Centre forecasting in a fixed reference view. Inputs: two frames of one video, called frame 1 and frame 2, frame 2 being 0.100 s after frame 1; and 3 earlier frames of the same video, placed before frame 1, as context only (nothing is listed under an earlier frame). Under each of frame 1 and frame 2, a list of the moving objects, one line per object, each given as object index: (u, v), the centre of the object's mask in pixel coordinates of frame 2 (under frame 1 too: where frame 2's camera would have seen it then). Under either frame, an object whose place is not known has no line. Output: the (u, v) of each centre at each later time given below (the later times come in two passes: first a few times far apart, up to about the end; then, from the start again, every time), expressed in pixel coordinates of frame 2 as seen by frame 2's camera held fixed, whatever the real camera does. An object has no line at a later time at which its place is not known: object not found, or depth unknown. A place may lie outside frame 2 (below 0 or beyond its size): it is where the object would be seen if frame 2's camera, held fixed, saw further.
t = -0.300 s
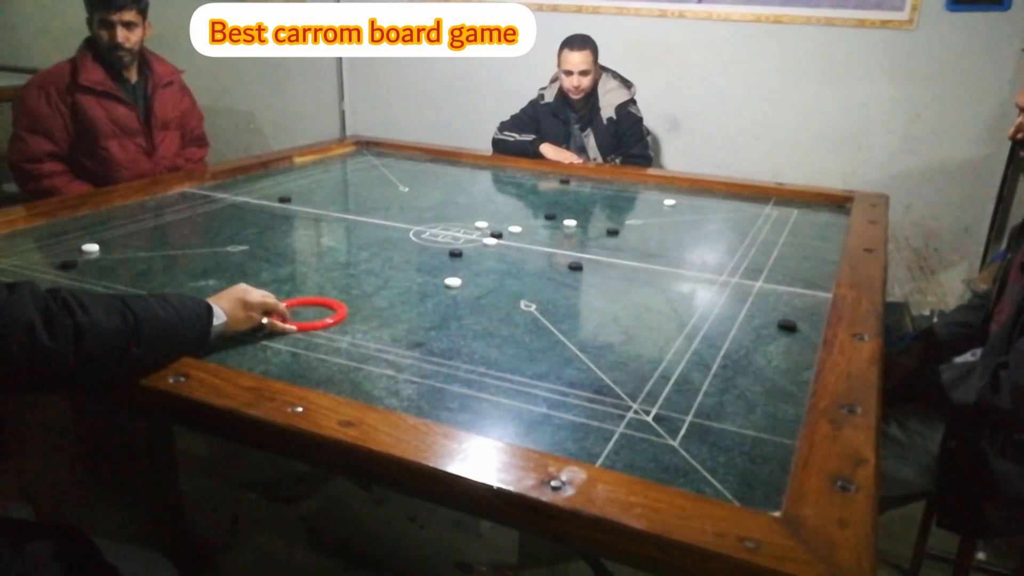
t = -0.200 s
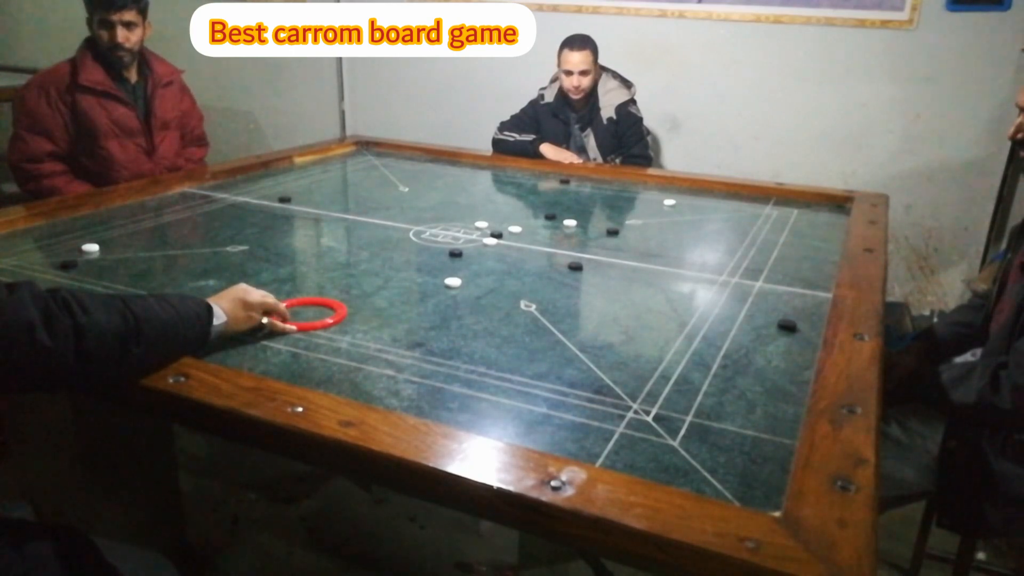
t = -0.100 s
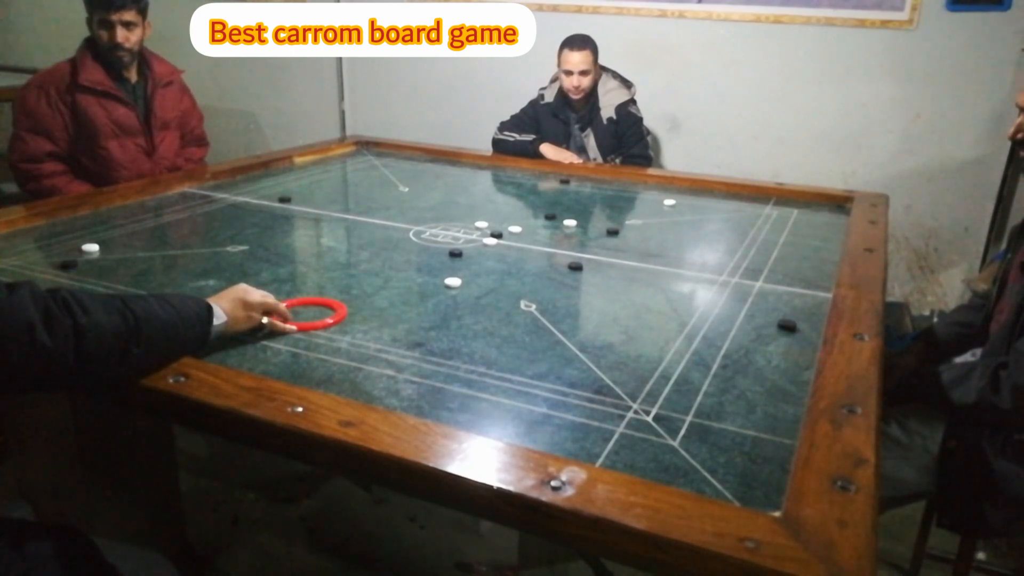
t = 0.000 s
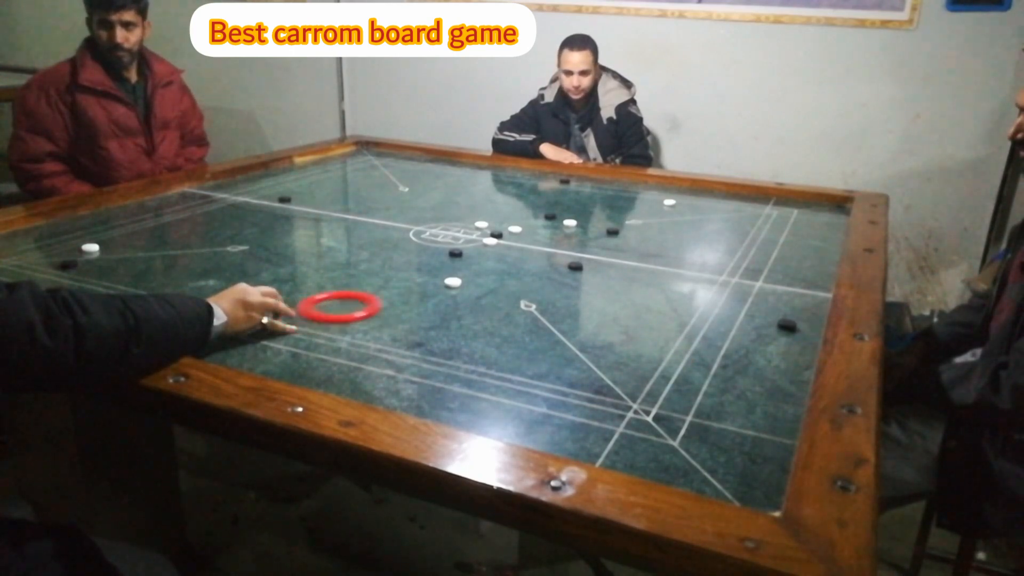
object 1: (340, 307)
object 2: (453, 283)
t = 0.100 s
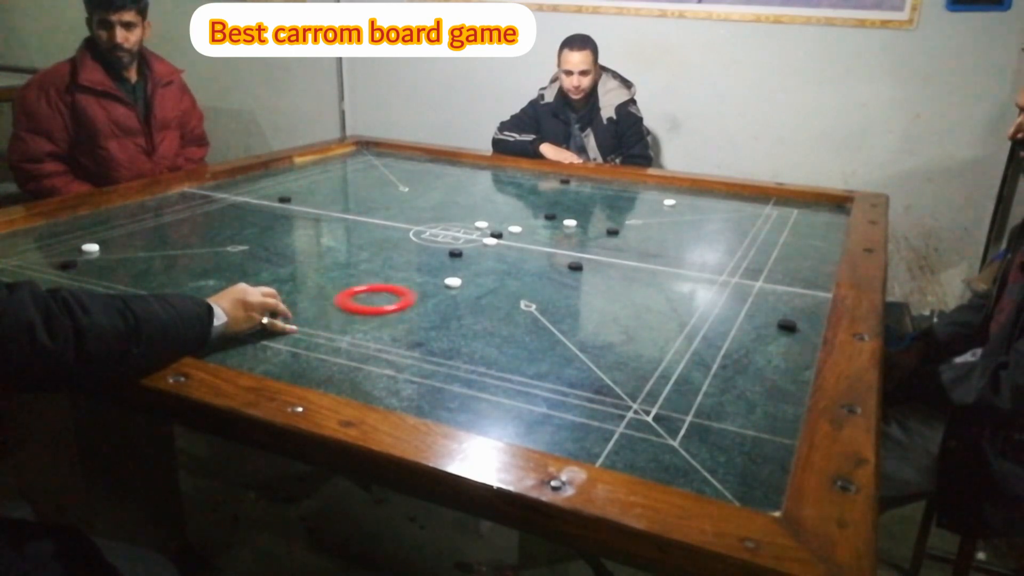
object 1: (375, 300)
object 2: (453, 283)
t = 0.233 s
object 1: (417, 290)
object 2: (458, 281)
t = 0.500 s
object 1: (479, 277)
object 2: (541, 266)
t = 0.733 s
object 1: (528, 267)
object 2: (591, 253)
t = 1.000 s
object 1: (569, 256)
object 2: (632, 239)
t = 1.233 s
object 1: (601, 247)
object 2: (664, 228)
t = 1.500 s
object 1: (632, 239)
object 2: (695, 218)
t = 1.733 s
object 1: (657, 233)
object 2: (723, 212)
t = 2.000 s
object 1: (683, 227)
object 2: (741, 204)
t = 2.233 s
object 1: (704, 222)
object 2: (758, 197)
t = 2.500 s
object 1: (726, 217)
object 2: (757, 204)
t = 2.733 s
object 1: (741, 213)
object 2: (762, 206)
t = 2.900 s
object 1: (749, 211)
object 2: (780, 206)
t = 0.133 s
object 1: (386, 297)
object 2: (453, 283)
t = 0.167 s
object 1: (397, 295)
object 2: (453, 283)
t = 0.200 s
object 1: (408, 292)
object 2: (453, 283)
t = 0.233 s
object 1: (417, 290)
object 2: (458, 281)
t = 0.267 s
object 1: (426, 289)
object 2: (470, 280)
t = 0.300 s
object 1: (434, 287)
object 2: (480, 278)
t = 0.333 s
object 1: (442, 285)
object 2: (491, 275)
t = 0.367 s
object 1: (450, 284)
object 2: (501, 273)
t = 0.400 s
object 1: (457, 282)
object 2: (511, 272)
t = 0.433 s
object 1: (465, 280)
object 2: (522, 270)
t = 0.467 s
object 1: (472, 279)
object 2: (531, 268)
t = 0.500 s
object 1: (479, 277)
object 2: (541, 266)
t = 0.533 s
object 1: (487, 275)
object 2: (550, 265)
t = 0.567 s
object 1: (494, 274)
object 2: (559, 263)
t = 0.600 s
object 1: (501, 273)
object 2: (566, 260)
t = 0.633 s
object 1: (508, 271)
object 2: (573, 258)
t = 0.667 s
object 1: (514, 270)
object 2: (579, 256)
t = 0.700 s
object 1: (521, 268)
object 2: (585, 254)
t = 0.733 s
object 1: (528, 267)
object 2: (591, 253)
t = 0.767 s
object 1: (534, 265)
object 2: (596, 251)
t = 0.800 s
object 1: (540, 264)
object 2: (601, 249)
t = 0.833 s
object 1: (545, 263)
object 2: (607, 247)
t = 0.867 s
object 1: (550, 261)
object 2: (612, 245)
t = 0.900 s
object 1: (555, 260)
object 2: (618, 244)
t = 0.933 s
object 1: (560, 259)
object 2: (623, 243)
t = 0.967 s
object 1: (565, 257)
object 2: (628, 240)
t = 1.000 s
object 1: (569, 256)
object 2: (632, 239)
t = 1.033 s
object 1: (574, 255)
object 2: (637, 237)
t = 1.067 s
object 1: (579, 253)
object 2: (642, 236)
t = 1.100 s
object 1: (583, 252)
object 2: (646, 234)
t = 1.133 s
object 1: (588, 251)
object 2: (651, 233)
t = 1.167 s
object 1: (592, 249)
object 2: (655, 231)
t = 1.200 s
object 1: (597, 248)
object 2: (660, 230)
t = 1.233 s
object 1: (601, 247)
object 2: (664, 228)
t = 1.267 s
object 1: (605, 246)
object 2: (668, 227)
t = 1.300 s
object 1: (609, 245)
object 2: (672, 225)
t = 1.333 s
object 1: (613, 244)
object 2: (676, 224)
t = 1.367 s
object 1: (617, 243)
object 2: (680, 223)
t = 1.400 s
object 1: (620, 242)
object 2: (684, 221)
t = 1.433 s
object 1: (624, 241)
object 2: (688, 220)
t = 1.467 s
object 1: (628, 240)
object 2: (691, 219)
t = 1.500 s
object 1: (632, 239)
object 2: (695, 218)
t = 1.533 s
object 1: (635, 238)
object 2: (699, 217)
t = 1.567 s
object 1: (639, 237)
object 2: (702, 215)
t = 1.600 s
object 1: (643, 237)
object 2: (706, 214)
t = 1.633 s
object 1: (647, 236)
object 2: (708, 213)
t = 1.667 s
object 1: (650, 235)
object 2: (712, 212)
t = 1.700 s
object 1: (654, 234)
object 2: (720, 213)
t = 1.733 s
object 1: (657, 233)
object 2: (723, 212)
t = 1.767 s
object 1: (661, 232)
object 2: (725, 210)
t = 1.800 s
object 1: (664, 232)
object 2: (727, 211)
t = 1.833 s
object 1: (667, 231)
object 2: (729, 209)
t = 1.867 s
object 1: (671, 230)
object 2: (731, 208)
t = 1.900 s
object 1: (674, 229)
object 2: (734, 206)
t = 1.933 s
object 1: (677, 229)
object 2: (736, 205)
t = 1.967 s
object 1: (680, 228)
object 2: (738, 204)
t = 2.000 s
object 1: (683, 227)
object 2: (741, 204)
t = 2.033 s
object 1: (686, 227)
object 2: (744, 203)
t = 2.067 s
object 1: (689, 226)
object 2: (746, 202)
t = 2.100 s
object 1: (692, 225)
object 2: (748, 201)
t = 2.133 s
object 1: (695, 224)
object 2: (750, 199)
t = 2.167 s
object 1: (698, 224)
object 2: (753, 199)
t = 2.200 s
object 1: (701, 223)
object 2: (756, 197)
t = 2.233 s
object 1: (704, 222)
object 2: (758, 197)
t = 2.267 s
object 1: (707, 222)
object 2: (759, 198)
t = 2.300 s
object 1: (710, 221)
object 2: (758, 199)
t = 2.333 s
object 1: (713, 220)
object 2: (758, 199)
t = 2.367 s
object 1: (715, 220)
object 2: (758, 199)
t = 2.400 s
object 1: (718, 219)
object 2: (758, 202)
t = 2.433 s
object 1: (721, 218)
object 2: (758, 202)
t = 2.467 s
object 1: (723, 218)
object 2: (757, 203)
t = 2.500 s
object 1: (726, 217)
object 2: (757, 204)
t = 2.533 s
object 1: (728, 216)
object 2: (757, 205)
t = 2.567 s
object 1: (731, 216)
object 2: (757, 206)
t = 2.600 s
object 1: (733, 215)
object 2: (757, 206)
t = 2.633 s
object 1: (735, 215)
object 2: (757, 206)
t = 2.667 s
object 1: (738, 214)
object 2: (757, 206)
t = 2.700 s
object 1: (740, 213)
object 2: (758, 206)
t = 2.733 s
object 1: (741, 213)
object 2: (762, 206)
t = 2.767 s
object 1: (743, 213)
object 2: (766, 206)
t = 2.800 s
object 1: (744, 212)
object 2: (770, 206)
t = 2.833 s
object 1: (746, 212)
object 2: (773, 206)
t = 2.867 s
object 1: (748, 212)
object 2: (777, 206)
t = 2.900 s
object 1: (749, 211)
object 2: (780, 206)
